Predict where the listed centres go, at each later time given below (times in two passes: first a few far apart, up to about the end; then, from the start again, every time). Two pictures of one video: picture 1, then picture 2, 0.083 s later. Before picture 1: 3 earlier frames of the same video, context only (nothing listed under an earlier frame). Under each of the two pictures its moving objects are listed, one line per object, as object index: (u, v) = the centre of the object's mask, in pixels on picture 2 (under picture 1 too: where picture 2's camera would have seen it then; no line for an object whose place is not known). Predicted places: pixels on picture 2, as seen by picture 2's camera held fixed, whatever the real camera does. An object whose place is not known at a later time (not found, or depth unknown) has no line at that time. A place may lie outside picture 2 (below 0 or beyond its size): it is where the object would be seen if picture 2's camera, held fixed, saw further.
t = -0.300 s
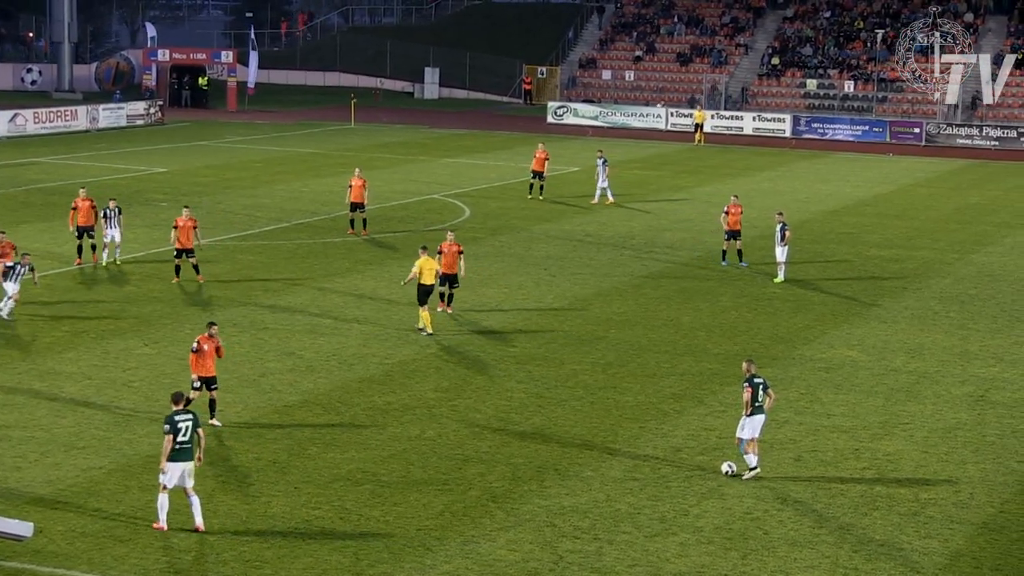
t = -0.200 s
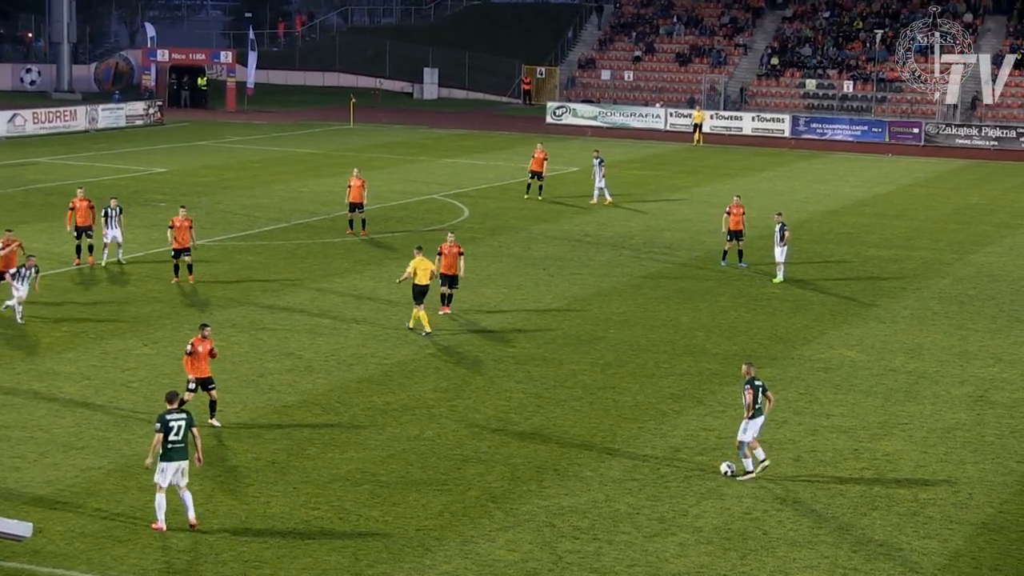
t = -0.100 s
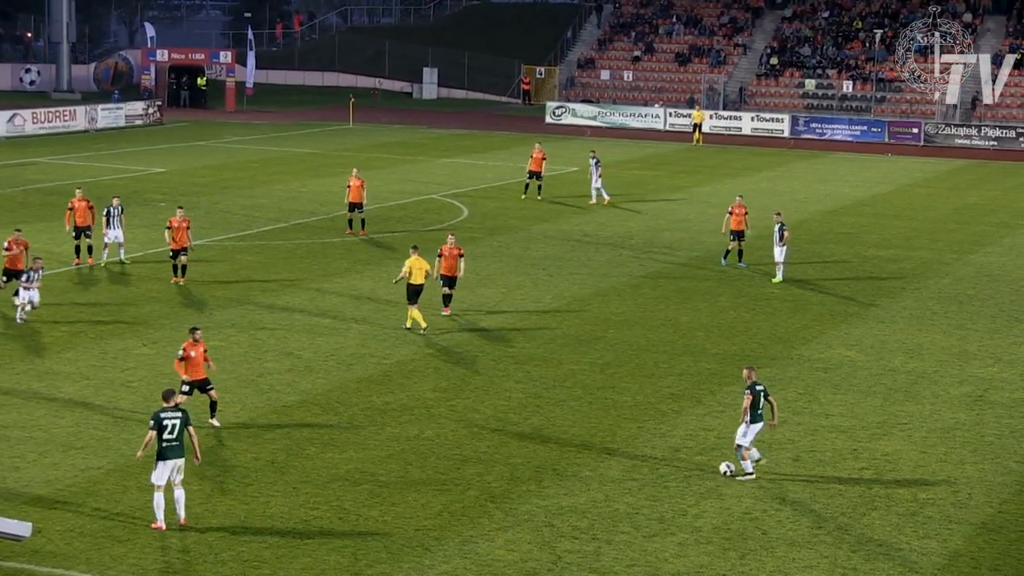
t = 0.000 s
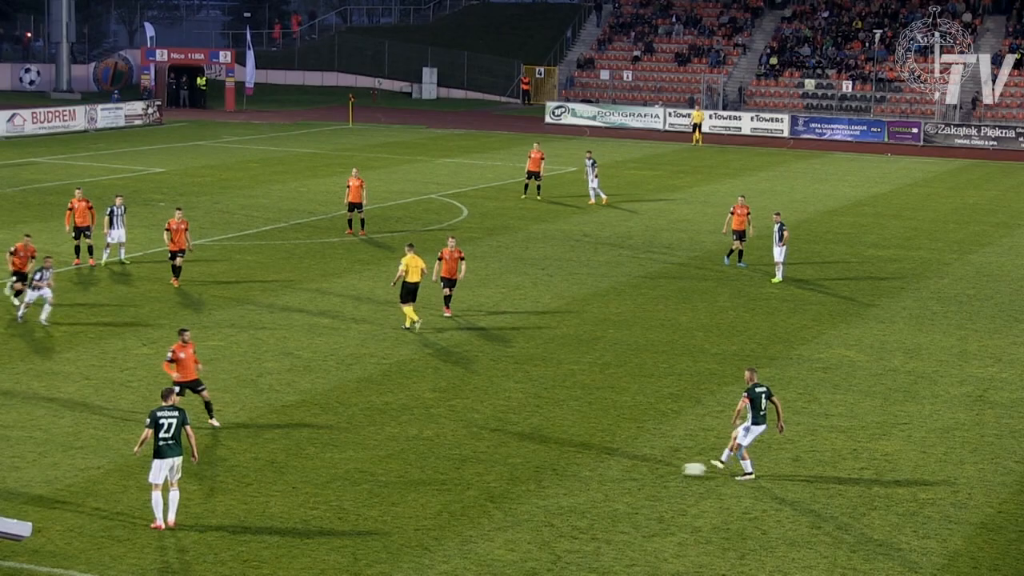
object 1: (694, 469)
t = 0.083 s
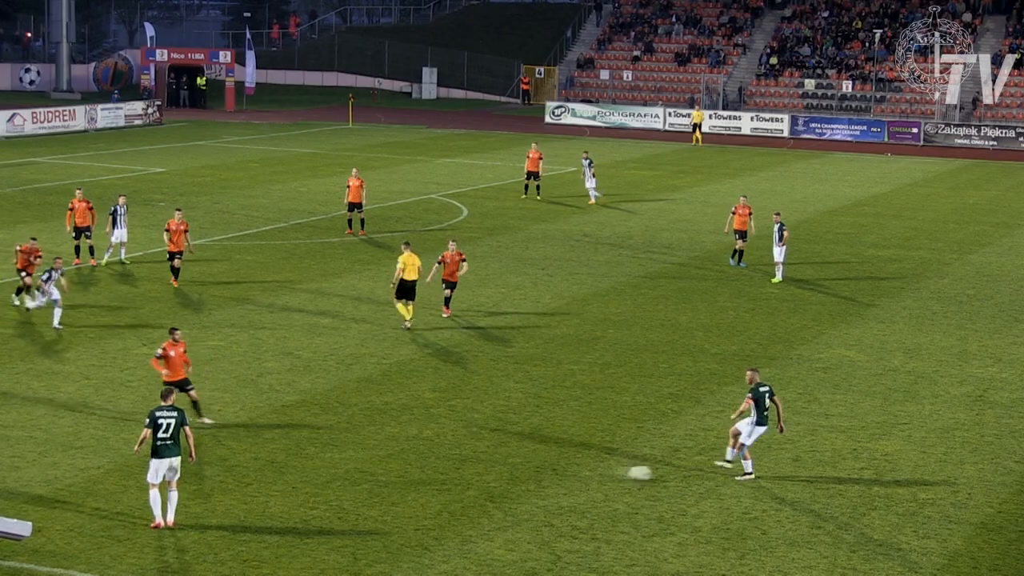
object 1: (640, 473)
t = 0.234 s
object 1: (544, 480)
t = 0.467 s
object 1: (405, 491)
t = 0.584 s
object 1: (345, 497)
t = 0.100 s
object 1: (626, 474)
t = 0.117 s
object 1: (614, 475)
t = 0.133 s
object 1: (603, 475)
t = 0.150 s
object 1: (594, 477)
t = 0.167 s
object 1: (582, 477)
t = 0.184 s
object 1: (575, 478)
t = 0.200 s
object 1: (562, 479)
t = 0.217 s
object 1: (550, 479)
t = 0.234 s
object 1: (544, 480)
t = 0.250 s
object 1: (533, 480)
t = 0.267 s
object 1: (520, 481)
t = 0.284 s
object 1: (512, 481)
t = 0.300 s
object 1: (501, 482)
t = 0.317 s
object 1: (490, 483)
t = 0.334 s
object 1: (482, 483)
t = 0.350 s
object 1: (472, 485)
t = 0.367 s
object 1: (462, 486)
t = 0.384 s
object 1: (454, 487)
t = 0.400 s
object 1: (443, 488)
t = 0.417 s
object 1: (432, 489)
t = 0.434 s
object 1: (422, 489)
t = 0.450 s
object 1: (414, 490)
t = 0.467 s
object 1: (405, 491)
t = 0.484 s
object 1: (397, 492)
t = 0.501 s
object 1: (387, 493)
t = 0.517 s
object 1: (377, 494)
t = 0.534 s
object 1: (368, 494)
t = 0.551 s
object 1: (361, 495)
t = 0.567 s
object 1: (353, 496)
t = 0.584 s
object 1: (345, 497)
